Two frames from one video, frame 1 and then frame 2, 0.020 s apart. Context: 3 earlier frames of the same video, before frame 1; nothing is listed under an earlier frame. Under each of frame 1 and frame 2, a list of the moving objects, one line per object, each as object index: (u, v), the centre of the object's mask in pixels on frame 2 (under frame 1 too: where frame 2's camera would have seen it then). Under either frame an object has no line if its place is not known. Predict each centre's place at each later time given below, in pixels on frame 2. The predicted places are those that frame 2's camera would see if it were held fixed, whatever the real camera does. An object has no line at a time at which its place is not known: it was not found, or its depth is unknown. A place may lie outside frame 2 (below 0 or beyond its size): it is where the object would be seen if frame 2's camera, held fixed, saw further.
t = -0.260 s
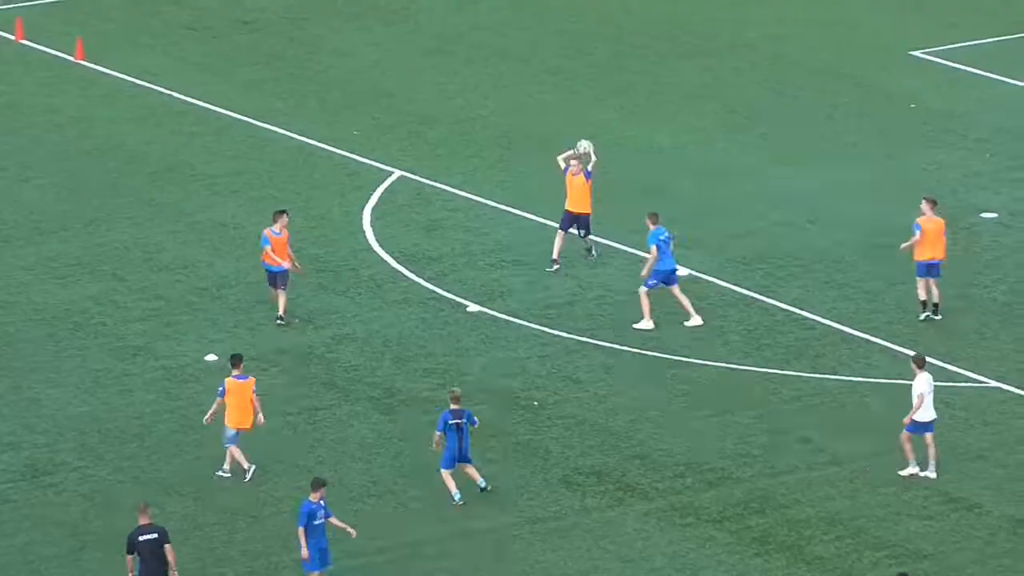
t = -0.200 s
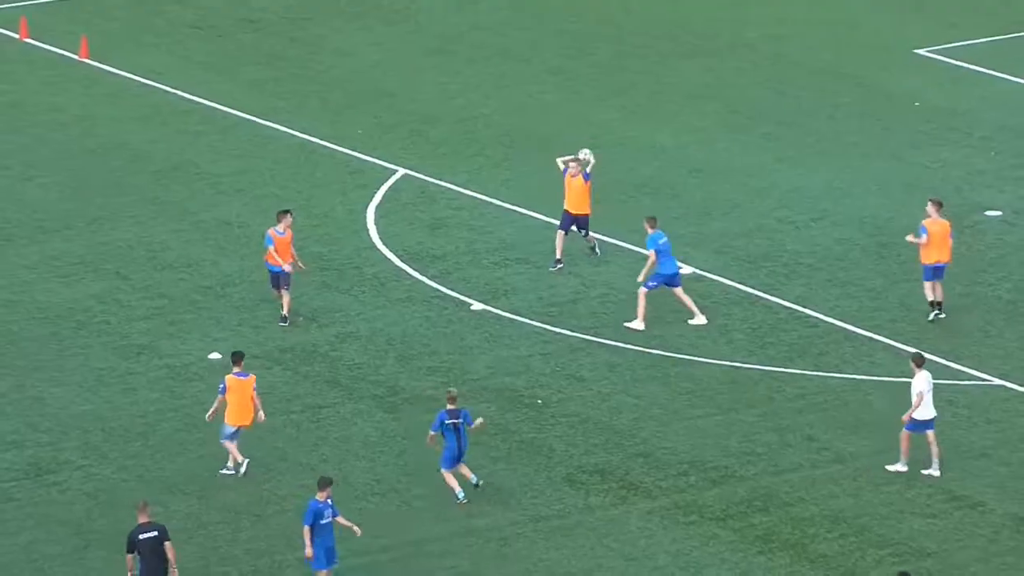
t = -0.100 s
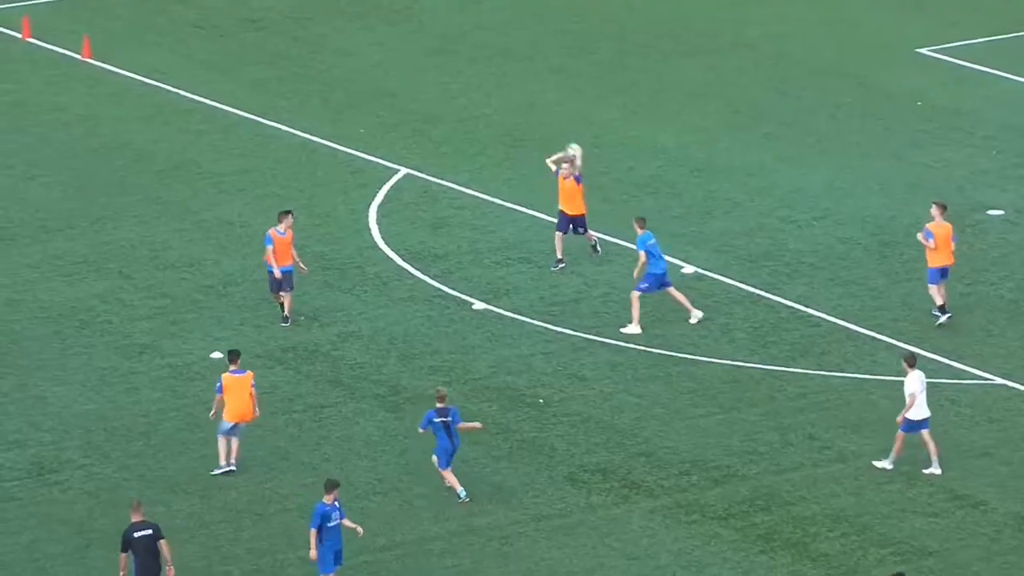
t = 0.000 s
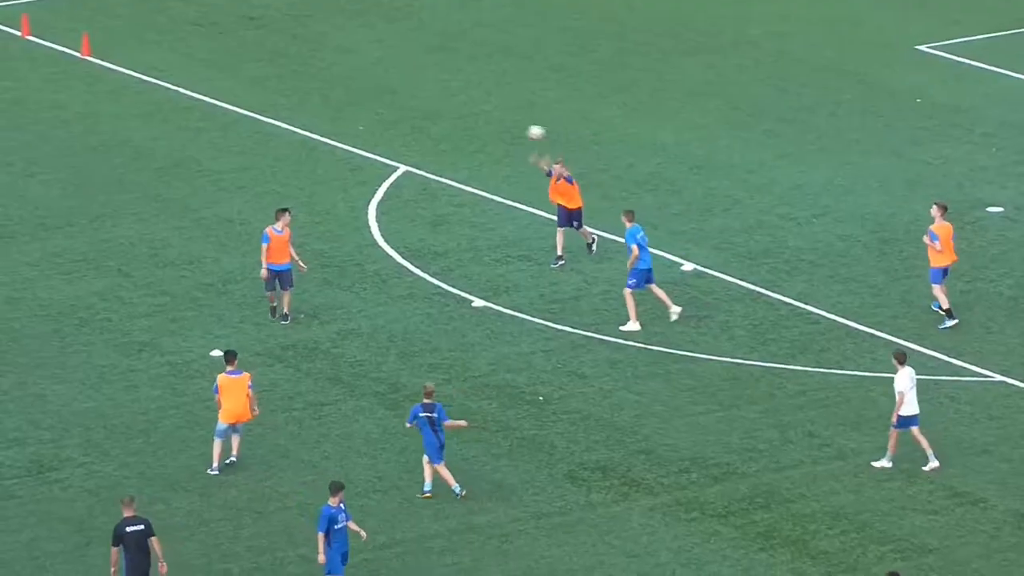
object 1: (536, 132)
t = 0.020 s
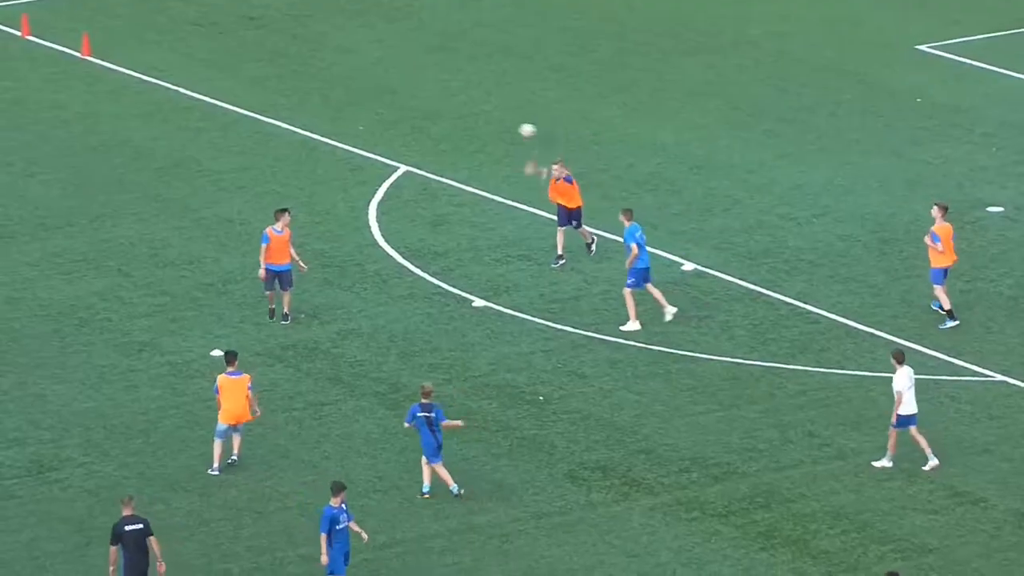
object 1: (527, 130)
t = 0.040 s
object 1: (519, 128)
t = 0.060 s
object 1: (509, 126)
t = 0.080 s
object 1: (501, 126)
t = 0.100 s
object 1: (493, 125)
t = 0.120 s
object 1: (484, 126)
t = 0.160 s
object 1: (465, 126)
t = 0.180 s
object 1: (456, 126)
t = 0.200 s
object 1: (448, 127)
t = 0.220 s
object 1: (440, 128)
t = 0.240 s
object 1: (432, 129)
